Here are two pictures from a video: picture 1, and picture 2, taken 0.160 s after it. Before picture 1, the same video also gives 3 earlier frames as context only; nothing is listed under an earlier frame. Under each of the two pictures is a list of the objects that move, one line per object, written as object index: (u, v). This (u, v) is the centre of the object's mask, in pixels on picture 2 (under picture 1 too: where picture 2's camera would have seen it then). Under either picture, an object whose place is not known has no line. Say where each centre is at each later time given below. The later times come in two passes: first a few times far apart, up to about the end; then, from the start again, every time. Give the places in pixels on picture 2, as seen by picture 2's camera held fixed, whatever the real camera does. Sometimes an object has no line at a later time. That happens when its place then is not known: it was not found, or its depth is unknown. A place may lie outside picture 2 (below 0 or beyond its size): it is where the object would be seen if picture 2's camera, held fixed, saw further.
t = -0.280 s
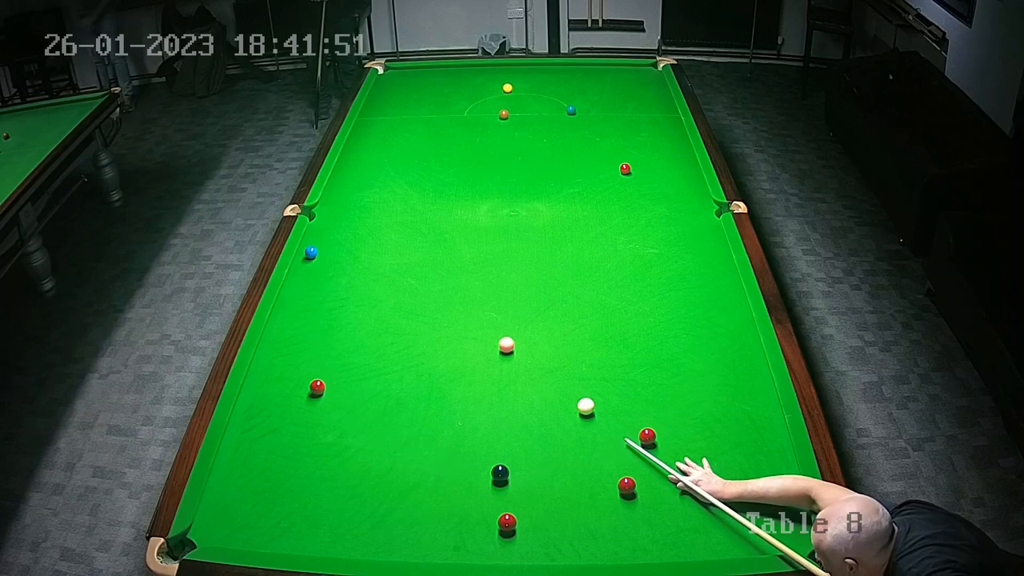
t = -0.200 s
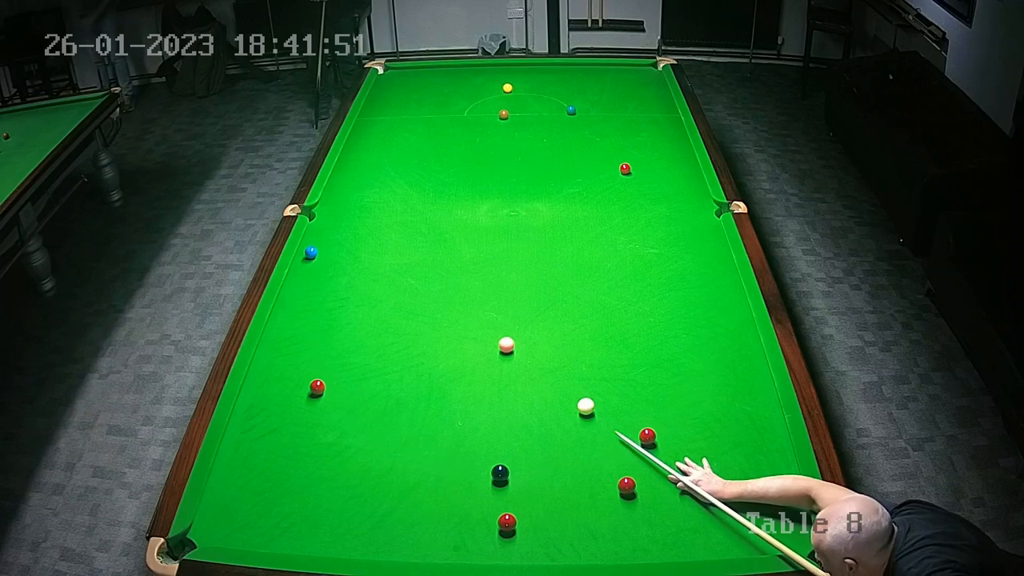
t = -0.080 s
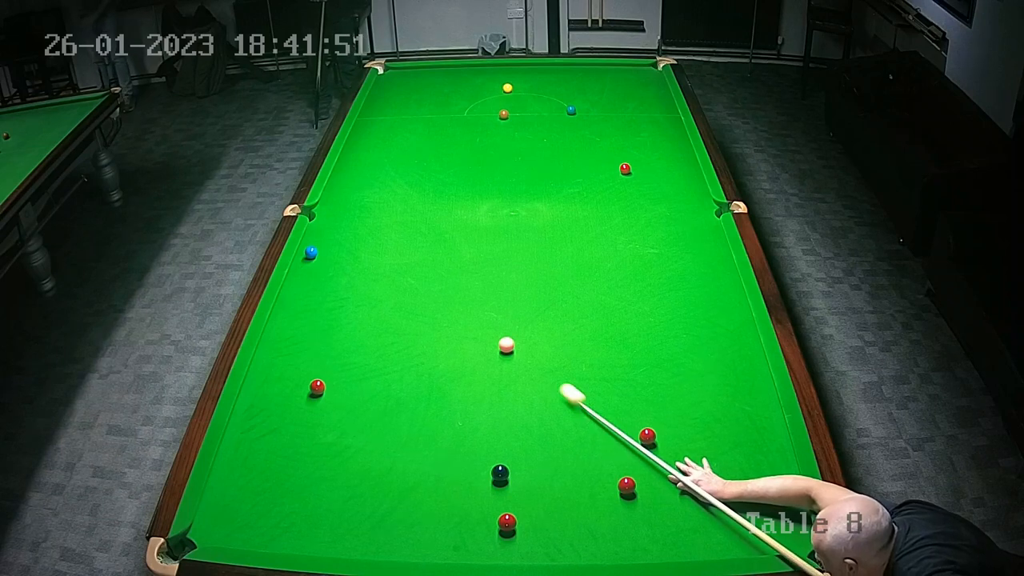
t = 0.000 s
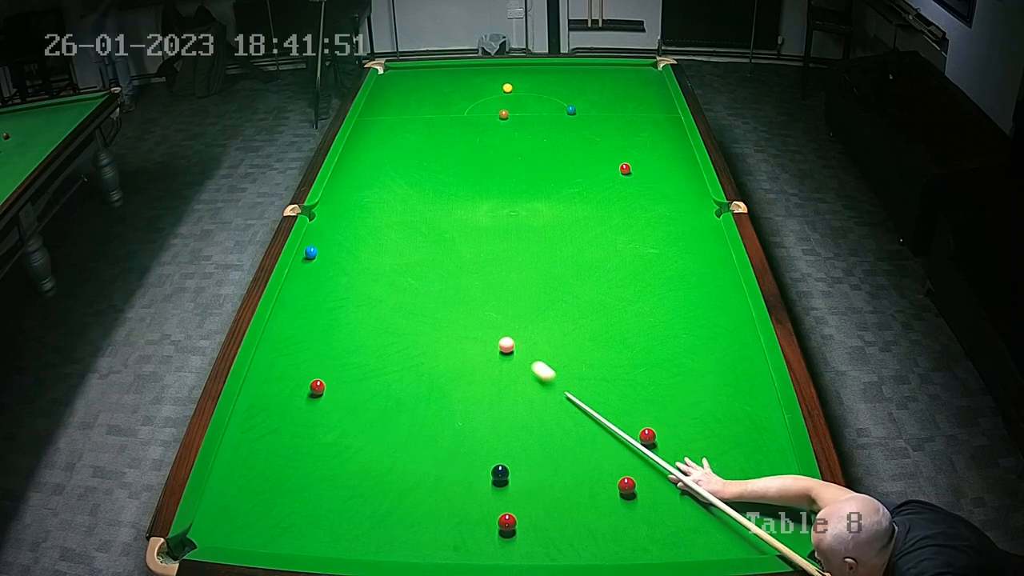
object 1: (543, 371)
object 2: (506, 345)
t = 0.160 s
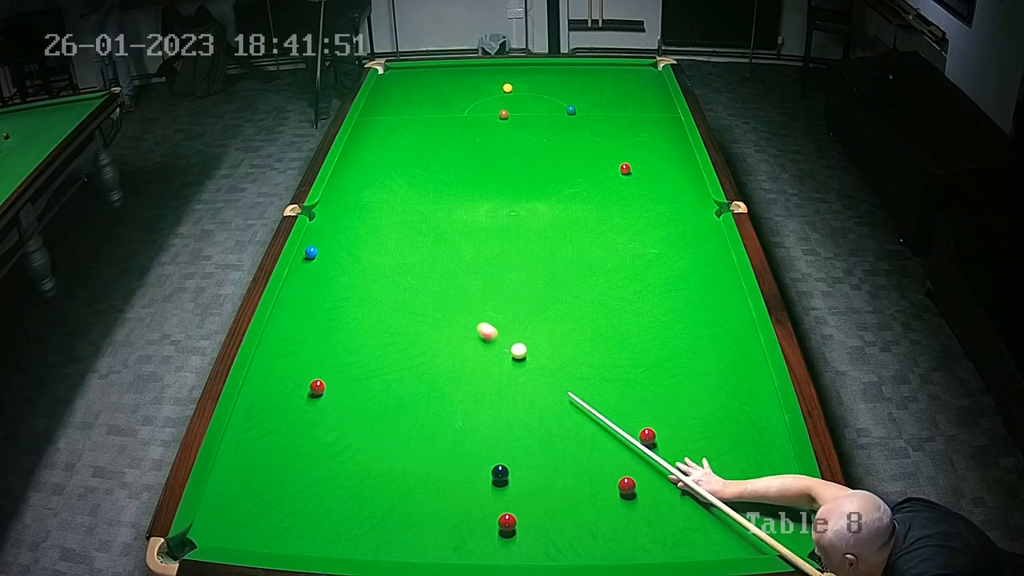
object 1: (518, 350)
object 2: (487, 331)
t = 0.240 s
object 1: (520, 350)
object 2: (470, 319)
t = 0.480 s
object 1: (523, 348)
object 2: (427, 290)
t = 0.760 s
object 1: (525, 347)
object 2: (384, 261)
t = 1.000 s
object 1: (525, 347)
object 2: (351, 239)
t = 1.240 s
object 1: (526, 346)
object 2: (324, 220)
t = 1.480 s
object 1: (525, 347)
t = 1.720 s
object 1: (526, 347)
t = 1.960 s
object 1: (525, 346)
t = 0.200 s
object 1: (519, 350)
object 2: (478, 324)
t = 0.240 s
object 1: (520, 350)
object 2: (470, 319)
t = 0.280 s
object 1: (520, 349)
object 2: (462, 314)
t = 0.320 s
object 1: (521, 349)
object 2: (455, 309)
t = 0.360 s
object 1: (522, 349)
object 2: (448, 304)
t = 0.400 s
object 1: (522, 348)
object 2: (441, 299)
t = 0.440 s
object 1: (523, 348)
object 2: (434, 295)
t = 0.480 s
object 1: (523, 348)
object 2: (427, 290)
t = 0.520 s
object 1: (523, 348)
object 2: (420, 286)
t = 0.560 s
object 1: (524, 348)
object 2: (414, 281)
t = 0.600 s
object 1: (524, 347)
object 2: (407, 277)
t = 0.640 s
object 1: (524, 347)
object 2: (401, 273)
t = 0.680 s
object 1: (525, 347)
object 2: (395, 269)
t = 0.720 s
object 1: (525, 347)
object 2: (389, 265)
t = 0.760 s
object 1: (525, 347)
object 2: (384, 261)
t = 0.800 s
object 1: (525, 347)
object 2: (378, 257)
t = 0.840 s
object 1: (525, 347)
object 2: (372, 253)
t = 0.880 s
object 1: (525, 347)
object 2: (367, 249)
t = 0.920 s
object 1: (526, 346)
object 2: (362, 246)
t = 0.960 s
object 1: (525, 347)
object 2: (357, 243)
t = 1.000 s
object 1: (525, 347)
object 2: (351, 239)
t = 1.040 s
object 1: (526, 347)
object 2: (347, 236)
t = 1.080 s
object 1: (526, 347)
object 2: (342, 232)
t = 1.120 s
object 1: (526, 347)
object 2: (337, 229)
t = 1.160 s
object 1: (526, 347)
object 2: (333, 226)
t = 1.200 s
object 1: (526, 347)
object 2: (328, 223)
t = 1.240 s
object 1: (526, 346)
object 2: (324, 220)
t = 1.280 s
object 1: (526, 346)
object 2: (319, 217)
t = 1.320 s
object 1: (525, 347)
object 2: (314, 215)
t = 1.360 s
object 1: (525, 347)
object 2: (311, 212)
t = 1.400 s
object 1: (525, 347)
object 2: (308, 213)
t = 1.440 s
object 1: (526, 347)
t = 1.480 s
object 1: (525, 347)
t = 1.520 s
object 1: (525, 347)
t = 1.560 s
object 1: (526, 346)
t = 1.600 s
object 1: (526, 346)
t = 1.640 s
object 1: (525, 347)
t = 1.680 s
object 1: (526, 346)
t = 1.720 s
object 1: (526, 347)
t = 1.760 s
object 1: (526, 346)
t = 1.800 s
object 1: (525, 347)
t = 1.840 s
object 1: (526, 346)
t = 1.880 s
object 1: (526, 346)
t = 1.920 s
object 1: (526, 346)
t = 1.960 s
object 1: (525, 346)
